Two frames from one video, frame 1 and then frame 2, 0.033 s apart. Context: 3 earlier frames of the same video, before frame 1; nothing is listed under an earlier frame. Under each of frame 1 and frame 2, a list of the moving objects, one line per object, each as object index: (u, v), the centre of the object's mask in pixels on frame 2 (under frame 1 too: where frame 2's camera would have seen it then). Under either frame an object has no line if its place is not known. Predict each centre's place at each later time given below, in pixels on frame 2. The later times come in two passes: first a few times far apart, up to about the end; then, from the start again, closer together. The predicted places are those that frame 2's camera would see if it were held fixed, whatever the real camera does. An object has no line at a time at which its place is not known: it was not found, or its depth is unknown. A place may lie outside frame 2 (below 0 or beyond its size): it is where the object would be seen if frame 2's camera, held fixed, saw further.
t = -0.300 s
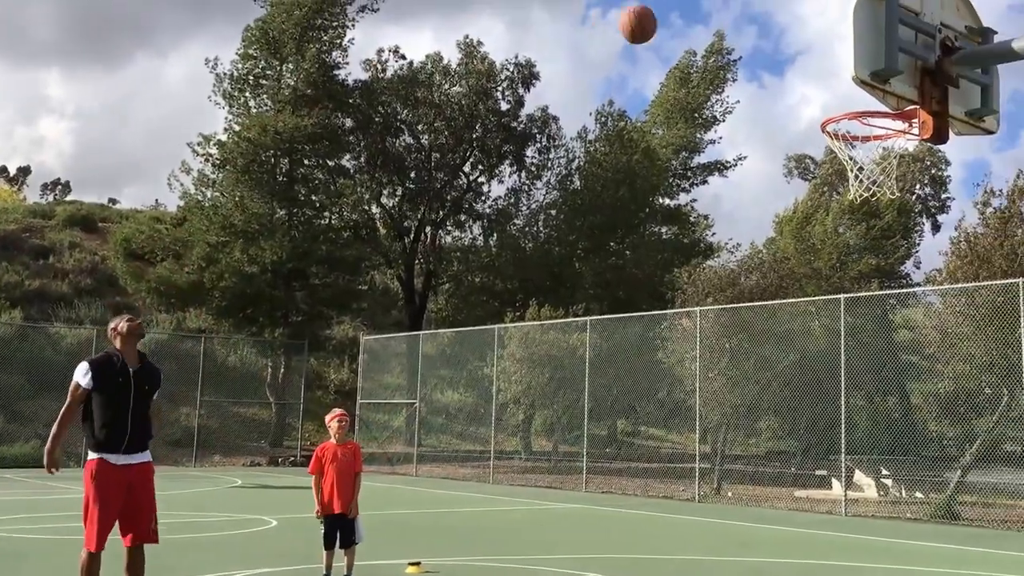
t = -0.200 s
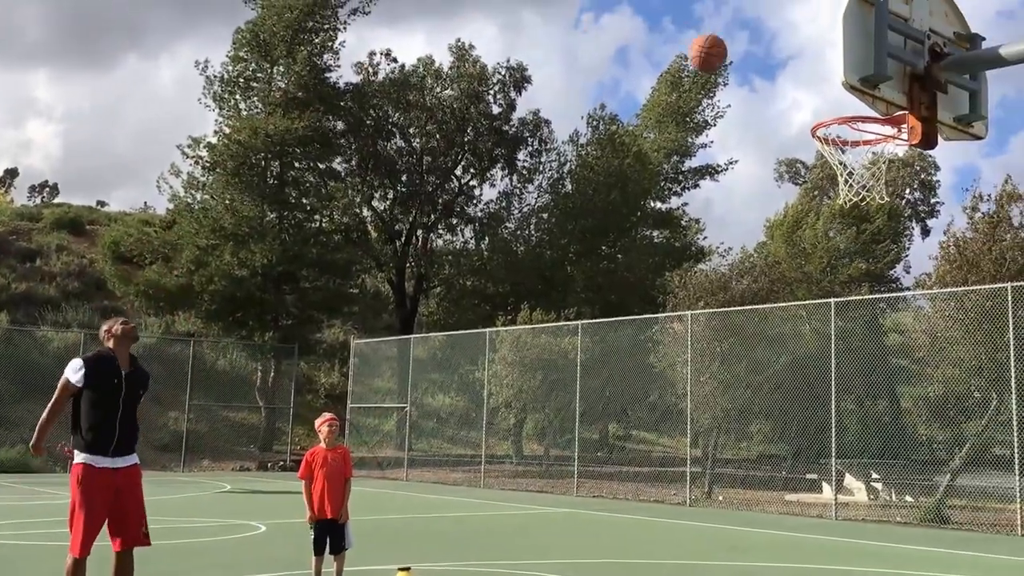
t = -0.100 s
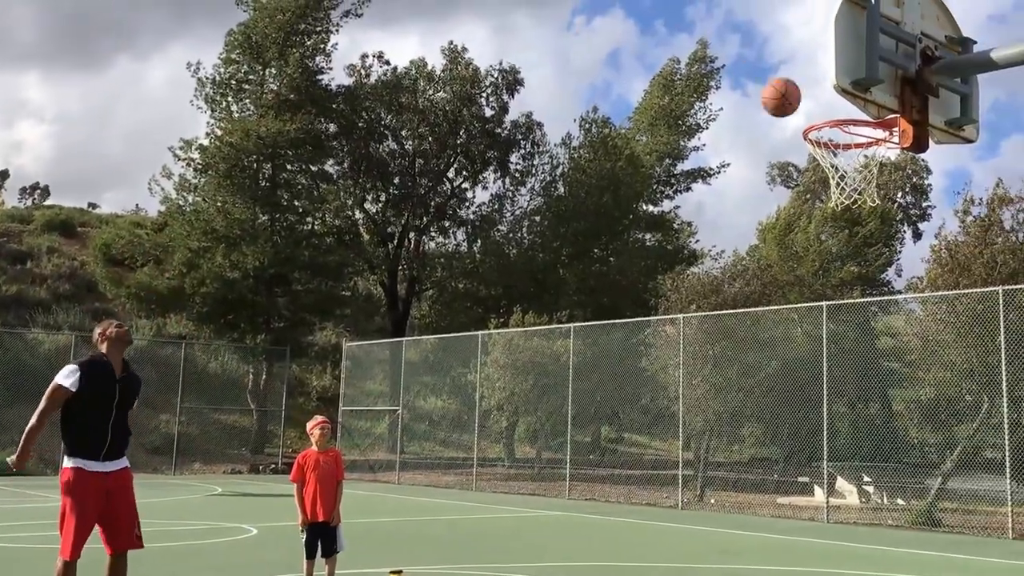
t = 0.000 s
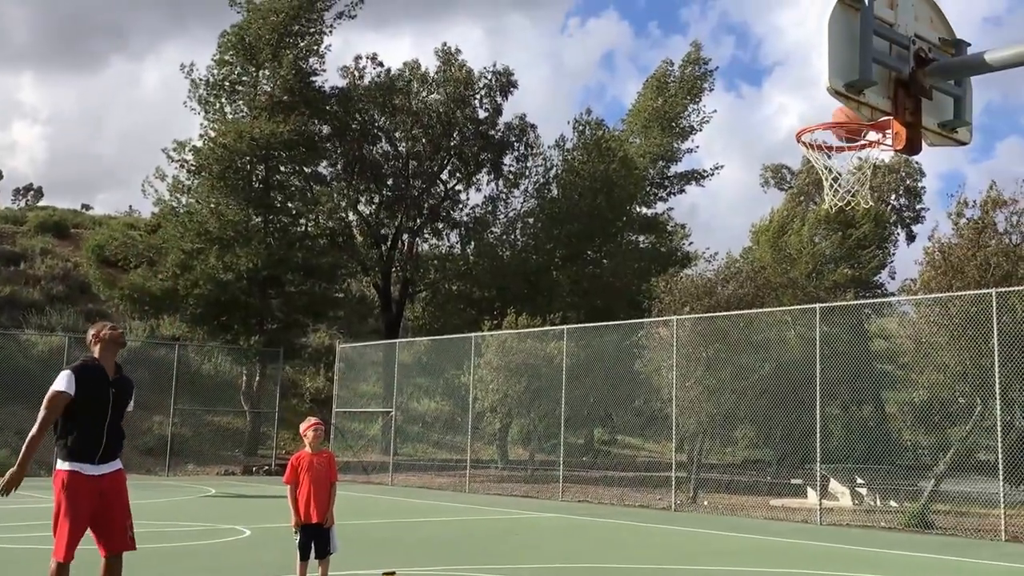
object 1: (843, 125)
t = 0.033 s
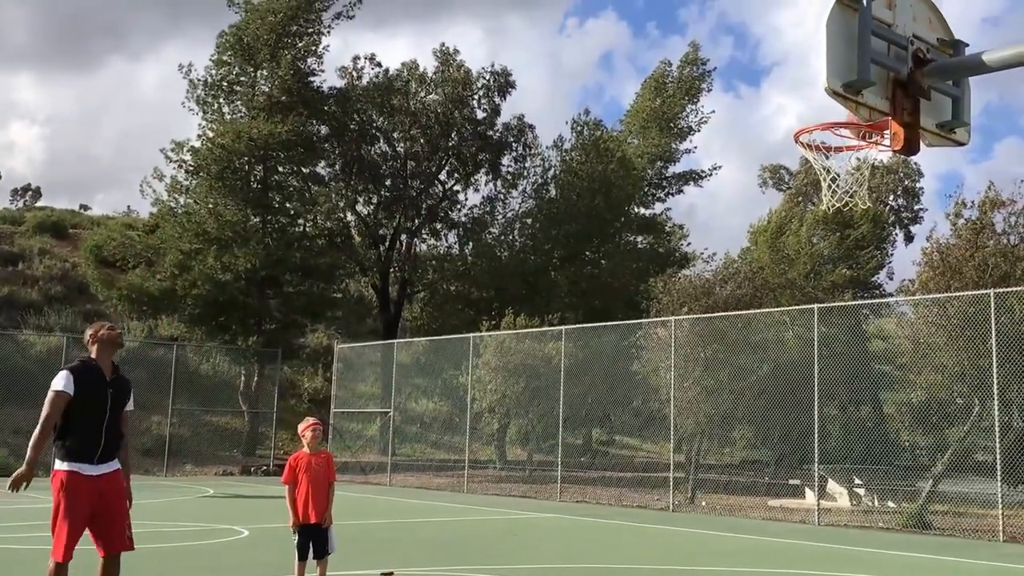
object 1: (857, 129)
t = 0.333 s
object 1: (818, 73)
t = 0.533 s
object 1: (772, 123)
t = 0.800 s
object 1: (698, 287)
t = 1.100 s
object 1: (621, 596)
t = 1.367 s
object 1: (588, 438)
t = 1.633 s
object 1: (563, 315)
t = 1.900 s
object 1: (537, 301)
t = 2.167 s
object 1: (506, 398)
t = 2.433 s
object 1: (473, 622)
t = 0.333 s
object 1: (818, 73)
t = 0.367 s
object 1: (814, 77)
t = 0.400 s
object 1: (809, 82)
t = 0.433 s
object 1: (803, 89)
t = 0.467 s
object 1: (792, 99)
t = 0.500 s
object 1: (782, 110)
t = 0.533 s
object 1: (772, 123)
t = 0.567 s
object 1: (763, 138)
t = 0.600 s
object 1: (753, 154)
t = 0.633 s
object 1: (745, 172)
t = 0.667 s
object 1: (735, 192)
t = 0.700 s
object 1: (726, 214)
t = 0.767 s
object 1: (708, 261)
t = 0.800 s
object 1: (698, 287)
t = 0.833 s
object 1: (690, 314)
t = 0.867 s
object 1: (681, 343)
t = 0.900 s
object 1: (672, 374)
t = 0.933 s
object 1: (663, 407)
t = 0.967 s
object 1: (654, 441)
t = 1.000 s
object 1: (645, 477)
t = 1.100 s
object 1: (621, 596)
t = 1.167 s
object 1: (609, 603)
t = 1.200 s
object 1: (605, 575)
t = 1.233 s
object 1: (602, 544)
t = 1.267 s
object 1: (598, 515)
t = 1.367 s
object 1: (588, 438)
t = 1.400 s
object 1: (586, 417)
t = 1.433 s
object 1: (582, 397)
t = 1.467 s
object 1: (579, 379)
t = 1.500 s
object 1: (576, 362)
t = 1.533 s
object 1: (573, 348)
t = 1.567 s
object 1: (570, 336)
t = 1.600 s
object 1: (567, 325)
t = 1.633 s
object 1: (563, 315)
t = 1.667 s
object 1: (560, 308)
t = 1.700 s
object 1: (557, 303)
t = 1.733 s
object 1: (554, 298)
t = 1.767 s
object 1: (550, 295)
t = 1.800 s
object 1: (547, 295)
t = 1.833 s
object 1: (544, 295)
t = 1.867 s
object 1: (540, 297)
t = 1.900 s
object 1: (537, 301)
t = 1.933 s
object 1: (533, 306)
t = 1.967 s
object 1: (529, 314)
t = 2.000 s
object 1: (526, 324)
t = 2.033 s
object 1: (522, 335)
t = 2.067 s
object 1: (518, 348)
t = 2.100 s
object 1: (514, 363)
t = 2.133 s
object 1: (510, 380)
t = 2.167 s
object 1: (506, 398)
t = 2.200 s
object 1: (502, 418)
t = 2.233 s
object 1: (498, 441)
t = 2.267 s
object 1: (494, 465)
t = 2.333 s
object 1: (487, 524)
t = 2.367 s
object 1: (482, 554)
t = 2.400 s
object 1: (478, 587)
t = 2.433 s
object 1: (473, 622)
